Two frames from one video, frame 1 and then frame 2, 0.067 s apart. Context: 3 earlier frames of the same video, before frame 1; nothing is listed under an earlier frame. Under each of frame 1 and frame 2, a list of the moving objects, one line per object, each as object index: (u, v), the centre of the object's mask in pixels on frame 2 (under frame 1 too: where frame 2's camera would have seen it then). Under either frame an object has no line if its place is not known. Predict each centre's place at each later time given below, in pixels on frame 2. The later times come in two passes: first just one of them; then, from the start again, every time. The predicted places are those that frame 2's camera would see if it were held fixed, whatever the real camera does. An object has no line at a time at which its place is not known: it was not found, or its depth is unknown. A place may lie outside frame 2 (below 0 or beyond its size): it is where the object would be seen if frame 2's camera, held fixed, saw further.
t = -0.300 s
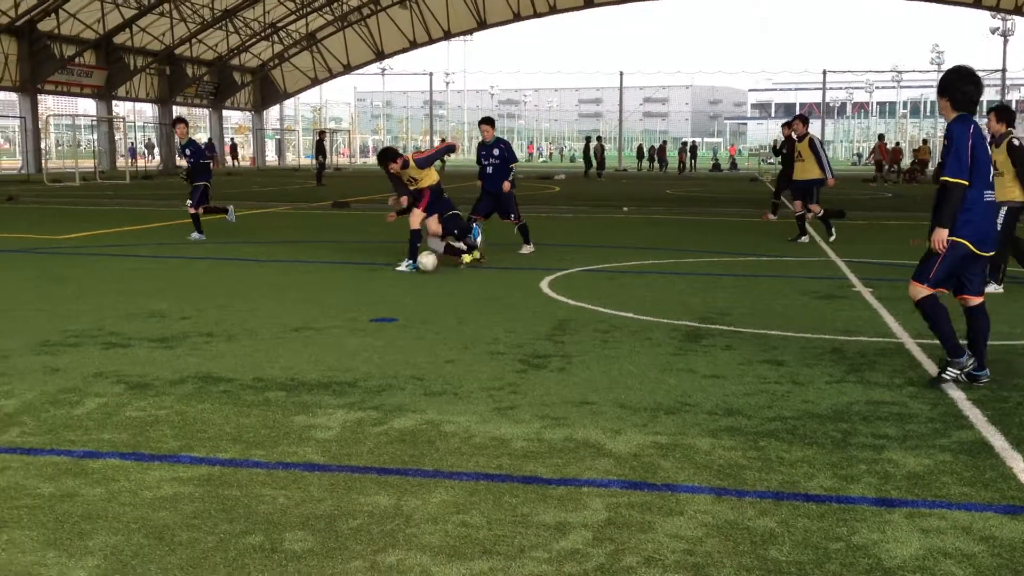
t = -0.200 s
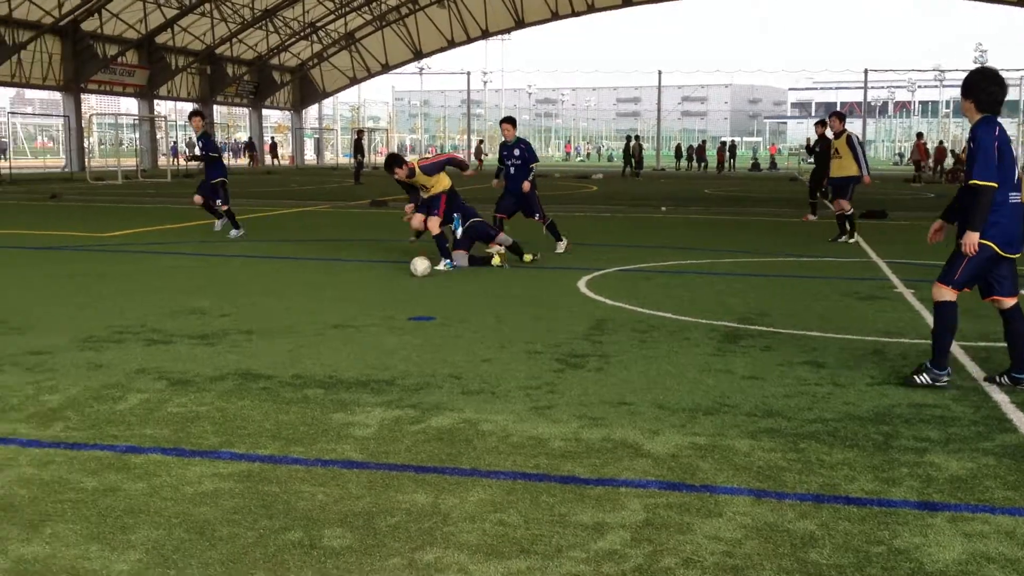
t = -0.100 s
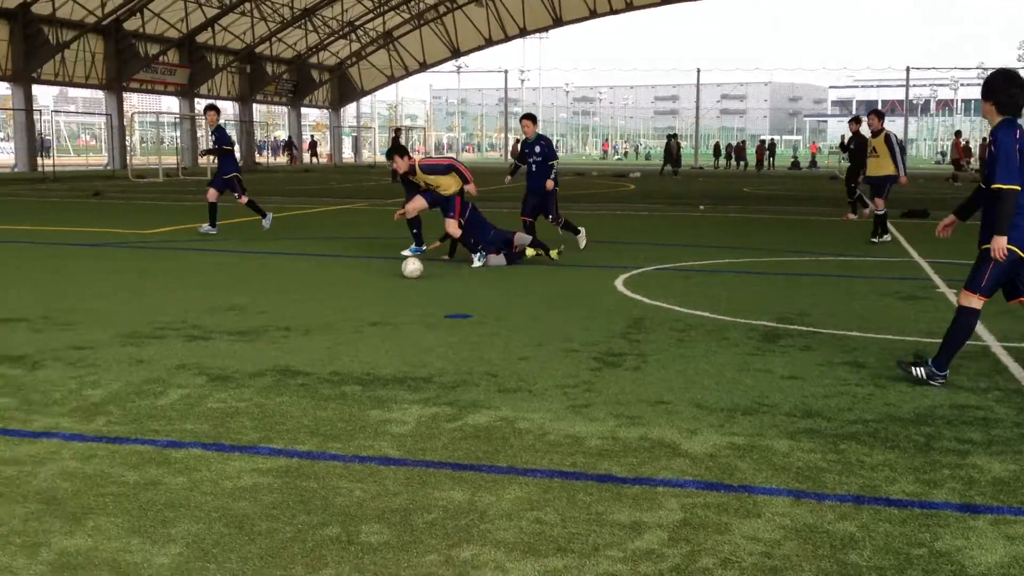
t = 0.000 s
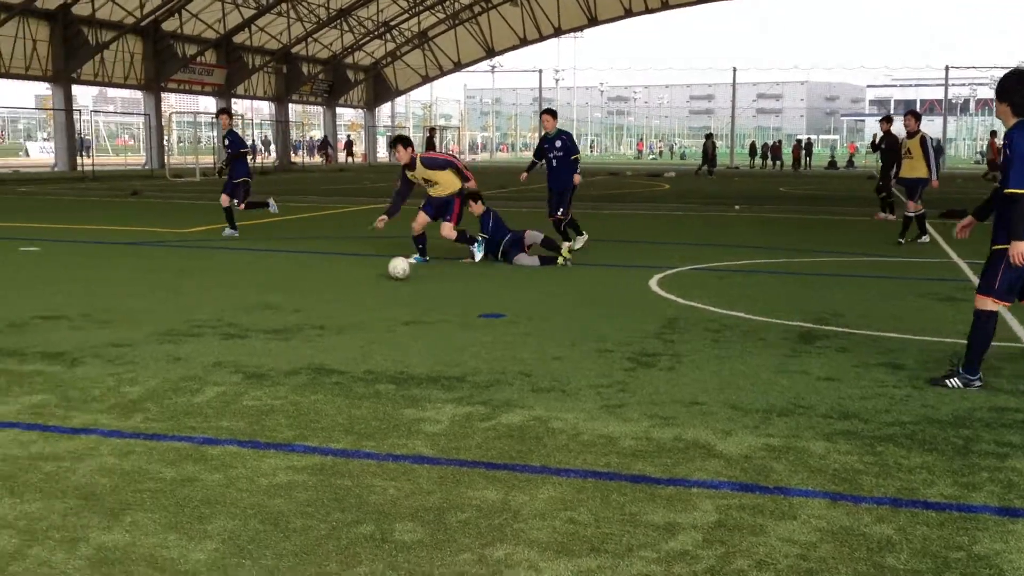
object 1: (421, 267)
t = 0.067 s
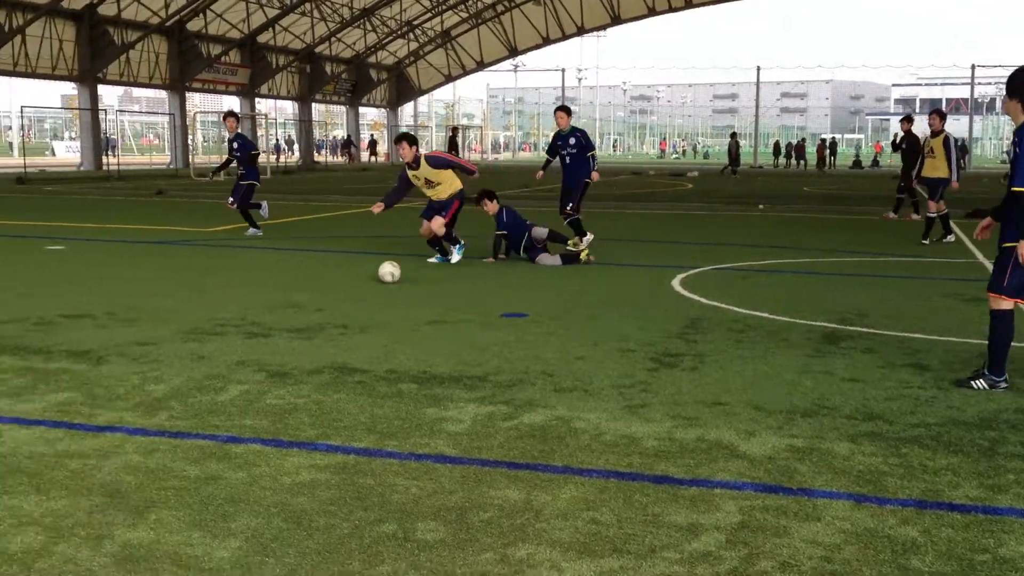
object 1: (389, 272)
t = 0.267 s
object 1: (290, 280)
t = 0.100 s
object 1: (373, 274)
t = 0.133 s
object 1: (357, 274)
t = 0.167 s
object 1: (340, 276)
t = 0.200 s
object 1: (324, 278)
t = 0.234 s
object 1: (307, 279)
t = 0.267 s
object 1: (290, 280)
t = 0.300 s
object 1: (273, 281)
